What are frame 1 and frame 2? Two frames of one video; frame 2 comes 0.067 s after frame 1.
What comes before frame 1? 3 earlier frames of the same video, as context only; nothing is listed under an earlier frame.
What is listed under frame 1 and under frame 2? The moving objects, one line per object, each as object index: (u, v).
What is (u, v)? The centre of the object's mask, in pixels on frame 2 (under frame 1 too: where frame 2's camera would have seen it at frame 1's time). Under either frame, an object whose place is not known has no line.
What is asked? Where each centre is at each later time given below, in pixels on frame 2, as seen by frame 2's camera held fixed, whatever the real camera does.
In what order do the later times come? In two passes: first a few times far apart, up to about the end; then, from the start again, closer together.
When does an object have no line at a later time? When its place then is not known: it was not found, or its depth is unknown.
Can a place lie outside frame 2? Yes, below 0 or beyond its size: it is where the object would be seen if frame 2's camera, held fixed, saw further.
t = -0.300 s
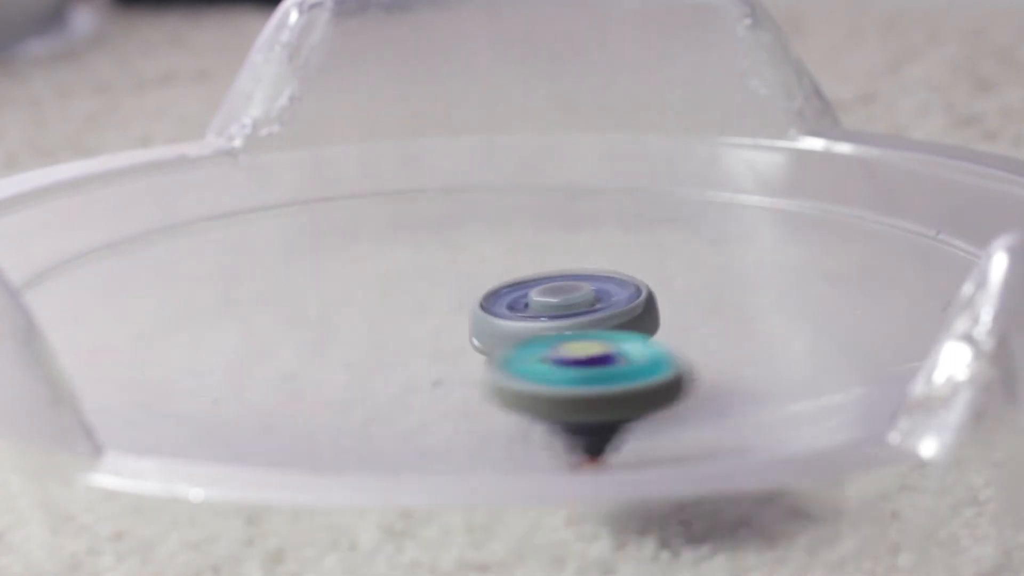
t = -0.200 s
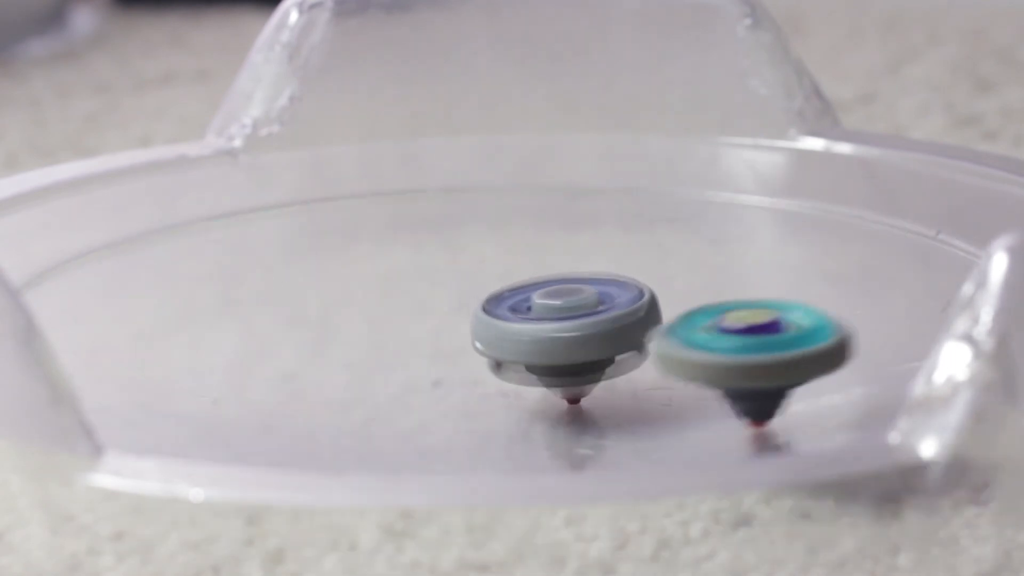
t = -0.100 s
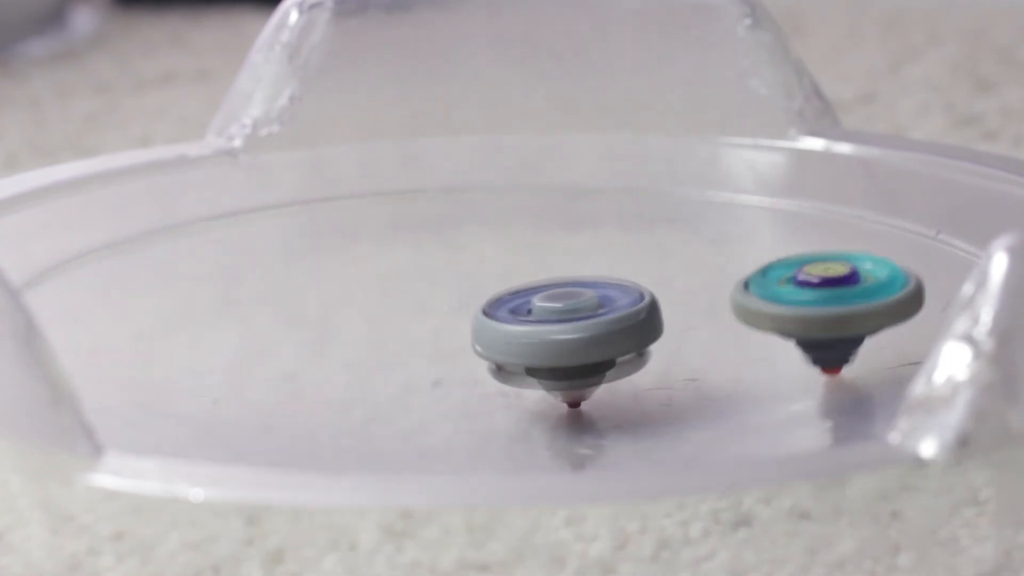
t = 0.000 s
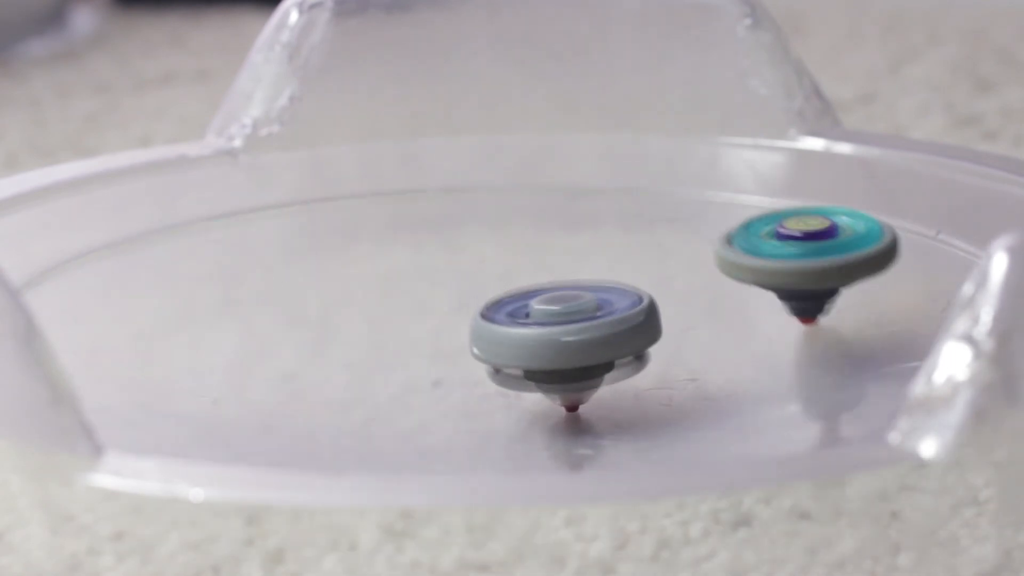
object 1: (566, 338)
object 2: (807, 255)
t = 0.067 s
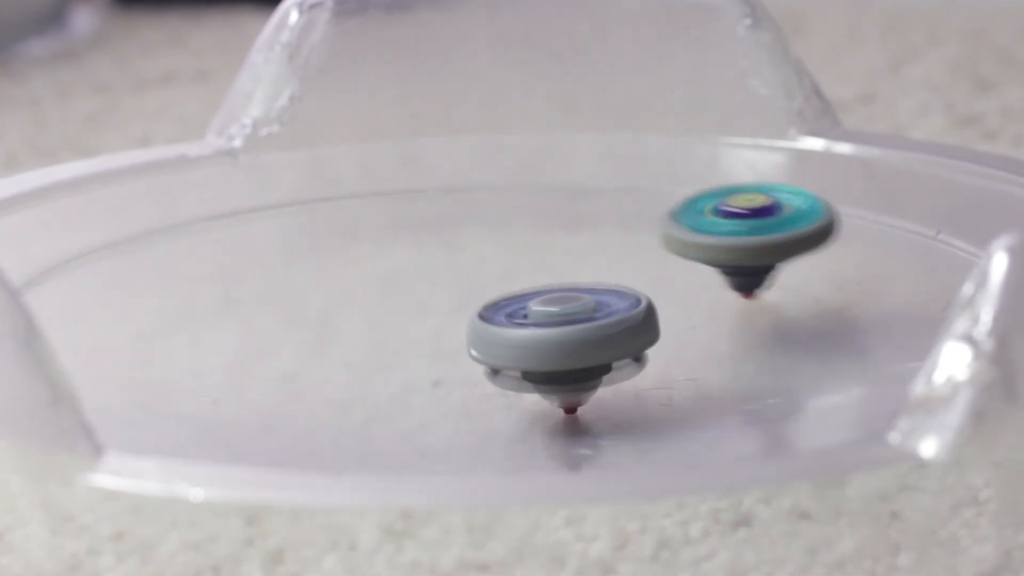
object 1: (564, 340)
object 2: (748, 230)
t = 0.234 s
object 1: (557, 344)
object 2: (514, 215)
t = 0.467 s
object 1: (538, 347)
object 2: (269, 302)
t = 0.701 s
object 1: (535, 328)
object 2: (463, 385)
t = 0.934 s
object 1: (498, 345)
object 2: (812, 333)
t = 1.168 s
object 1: (492, 340)
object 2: (740, 253)
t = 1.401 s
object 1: (495, 334)
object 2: (400, 265)
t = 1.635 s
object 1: (508, 329)
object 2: (286, 358)
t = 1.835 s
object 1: (517, 309)
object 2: (536, 389)
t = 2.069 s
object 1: (537, 327)
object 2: (776, 325)
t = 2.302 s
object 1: (385, 352)
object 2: (767, 192)
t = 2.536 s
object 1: (355, 376)
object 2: (545, 133)
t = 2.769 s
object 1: (400, 382)
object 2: (292, 213)
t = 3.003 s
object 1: (558, 380)
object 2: (236, 318)
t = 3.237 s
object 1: (887, 317)
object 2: (130, 298)
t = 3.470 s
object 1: (942, 265)
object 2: (357, 380)
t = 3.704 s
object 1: (913, 262)
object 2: (694, 351)
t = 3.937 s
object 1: (888, 211)
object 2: (617, 299)
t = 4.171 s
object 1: (806, 190)
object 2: (395, 298)
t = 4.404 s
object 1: (645, 225)
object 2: (395, 352)
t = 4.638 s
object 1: (469, 290)
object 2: (617, 349)
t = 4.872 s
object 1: (345, 338)
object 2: (655, 289)
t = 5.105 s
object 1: (302, 362)
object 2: (482, 285)
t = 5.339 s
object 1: (281, 379)
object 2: (473, 320)
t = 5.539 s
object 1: (285, 392)
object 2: (587, 256)
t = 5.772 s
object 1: (347, 395)
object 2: (490, 254)
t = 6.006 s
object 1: (484, 392)
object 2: (511, 308)
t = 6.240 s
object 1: (525, 394)
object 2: (689, 226)
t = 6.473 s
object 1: (647, 378)
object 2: (524, 221)
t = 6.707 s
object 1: (690, 342)
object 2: (451, 318)
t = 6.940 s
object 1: (667, 292)
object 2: (586, 371)
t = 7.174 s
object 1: (603, 275)
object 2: (793, 347)
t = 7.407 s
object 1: (551, 271)
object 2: (768, 317)
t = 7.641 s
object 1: (477, 267)
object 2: (550, 342)
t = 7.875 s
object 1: (432, 283)
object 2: (395, 370)
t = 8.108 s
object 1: (417, 303)
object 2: (412, 385)
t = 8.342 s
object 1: (413, 317)
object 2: (530, 379)
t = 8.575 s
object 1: (342, 295)
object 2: (693, 348)
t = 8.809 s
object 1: (255, 268)
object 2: (834, 285)
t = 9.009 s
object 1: (284, 277)
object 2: (713, 259)
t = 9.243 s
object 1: (211, 309)
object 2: (680, 252)
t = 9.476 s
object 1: (156, 347)
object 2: (794, 209)
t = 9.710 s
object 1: (244, 374)
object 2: (641, 250)
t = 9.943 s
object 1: (296, 382)
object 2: (586, 280)
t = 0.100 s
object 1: (563, 341)
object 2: (709, 222)
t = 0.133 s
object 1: (561, 342)
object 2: (664, 216)
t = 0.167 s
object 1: (559, 343)
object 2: (616, 213)
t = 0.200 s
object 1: (558, 344)
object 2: (565, 213)
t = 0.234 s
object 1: (557, 344)
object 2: (514, 215)
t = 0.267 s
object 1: (554, 345)
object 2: (464, 221)
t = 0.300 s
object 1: (552, 345)
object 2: (417, 229)
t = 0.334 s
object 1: (549, 346)
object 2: (374, 241)
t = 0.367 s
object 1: (546, 346)
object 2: (335, 254)
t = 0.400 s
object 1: (544, 347)
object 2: (305, 269)
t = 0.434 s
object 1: (541, 347)
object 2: (282, 285)
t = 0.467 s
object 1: (538, 347)
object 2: (269, 302)
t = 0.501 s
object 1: (534, 347)
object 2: (265, 319)
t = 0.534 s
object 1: (531, 348)
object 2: (271, 336)
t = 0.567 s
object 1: (527, 347)
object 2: (289, 351)
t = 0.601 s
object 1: (524, 348)
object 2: (319, 363)
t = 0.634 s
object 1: (527, 347)
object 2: (358, 374)
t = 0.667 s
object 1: (536, 344)
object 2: (407, 381)
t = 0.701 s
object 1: (535, 328)
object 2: (463, 385)
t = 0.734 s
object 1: (505, 321)
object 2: (520, 386)
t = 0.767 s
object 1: (489, 330)
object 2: (576, 384)
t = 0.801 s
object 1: (493, 343)
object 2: (632, 378)
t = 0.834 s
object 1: (503, 347)
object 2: (690, 370)
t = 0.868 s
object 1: (502, 346)
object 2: (740, 359)
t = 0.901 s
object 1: (500, 346)
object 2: (781, 347)
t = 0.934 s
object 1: (498, 345)
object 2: (812, 333)
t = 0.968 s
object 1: (497, 345)
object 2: (833, 319)
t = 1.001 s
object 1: (495, 344)
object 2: (843, 305)
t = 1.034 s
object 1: (494, 343)
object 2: (841, 291)
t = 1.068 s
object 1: (493, 343)
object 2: (829, 279)
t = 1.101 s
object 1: (493, 342)
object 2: (808, 268)
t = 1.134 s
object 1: (492, 341)
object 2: (778, 259)
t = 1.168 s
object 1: (492, 340)
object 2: (740, 253)
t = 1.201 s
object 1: (491, 339)
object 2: (697, 249)
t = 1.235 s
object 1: (491, 338)
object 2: (649, 247)
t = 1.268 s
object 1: (492, 337)
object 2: (599, 248)
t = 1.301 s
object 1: (493, 337)
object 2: (549, 245)
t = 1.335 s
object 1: (493, 336)
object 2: (499, 248)
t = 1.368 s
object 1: (494, 335)
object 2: (448, 253)
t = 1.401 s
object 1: (495, 334)
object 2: (400, 265)
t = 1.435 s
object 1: (496, 333)
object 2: (361, 282)
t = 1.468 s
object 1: (498, 332)
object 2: (331, 294)
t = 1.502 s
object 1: (500, 332)
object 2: (305, 307)
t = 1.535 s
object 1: (501, 331)
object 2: (286, 320)
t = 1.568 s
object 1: (504, 330)
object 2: (275, 333)
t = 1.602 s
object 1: (506, 330)
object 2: (275, 346)
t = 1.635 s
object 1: (508, 329)
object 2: (286, 358)
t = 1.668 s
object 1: (509, 328)
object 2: (307, 368)
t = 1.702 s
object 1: (512, 328)
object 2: (338, 378)
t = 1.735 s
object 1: (519, 325)
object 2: (379, 384)
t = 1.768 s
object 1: (524, 316)
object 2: (429, 388)
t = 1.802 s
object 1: (521, 310)
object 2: (481, 390)
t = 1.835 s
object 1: (517, 309)
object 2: (536, 389)
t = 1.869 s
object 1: (514, 313)
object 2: (588, 386)
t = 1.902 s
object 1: (516, 321)
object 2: (640, 379)
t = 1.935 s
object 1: (524, 325)
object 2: (687, 371)
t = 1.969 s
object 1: (530, 326)
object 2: (726, 361)
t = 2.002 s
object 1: (532, 326)
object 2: (753, 350)
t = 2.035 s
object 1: (535, 327)
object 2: (770, 337)
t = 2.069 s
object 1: (537, 327)
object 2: (776, 325)
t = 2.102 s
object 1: (539, 327)
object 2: (771, 313)
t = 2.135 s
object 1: (541, 328)
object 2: (757, 302)
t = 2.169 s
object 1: (544, 328)
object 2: (733, 291)
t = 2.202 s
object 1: (544, 329)
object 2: (707, 281)
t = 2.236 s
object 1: (475, 340)
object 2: (743, 247)
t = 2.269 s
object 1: (419, 348)
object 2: (763, 216)
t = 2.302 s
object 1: (385, 352)
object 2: (767, 192)
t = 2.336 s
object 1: (368, 357)
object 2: (752, 175)
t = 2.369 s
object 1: (360, 361)
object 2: (727, 162)
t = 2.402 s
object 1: (355, 365)
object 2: (696, 152)
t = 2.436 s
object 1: (352, 368)
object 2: (661, 145)
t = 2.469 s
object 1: (351, 371)
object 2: (624, 138)
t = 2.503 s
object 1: (351, 374)
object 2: (586, 135)
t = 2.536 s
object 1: (355, 376)
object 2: (545, 133)
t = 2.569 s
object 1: (360, 379)
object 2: (498, 138)
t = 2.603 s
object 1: (366, 380)
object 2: (455, 145)
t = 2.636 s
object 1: (373, 381)
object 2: (415, 153)
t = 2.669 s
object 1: (379, 381)
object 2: (379, 164)
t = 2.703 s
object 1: (385, 382)
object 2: (346, 178)
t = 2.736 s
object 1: (393, 383)
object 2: (317, 195)
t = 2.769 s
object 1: (400, 382)
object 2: (292, 213)
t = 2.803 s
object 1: (406, 381)
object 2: (272, 234)
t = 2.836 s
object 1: (415, 381)
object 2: (260, 255)
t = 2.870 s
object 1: (423, 380)
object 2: (256, 277)
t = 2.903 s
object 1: (432, 379)
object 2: (261, 298)
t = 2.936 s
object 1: (442, 377)
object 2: (274, 318)
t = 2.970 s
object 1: (452, 376)
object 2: (291, 336)
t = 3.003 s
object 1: (558, 380)
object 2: (236, 318)
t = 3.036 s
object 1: (662, 379)
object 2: (185, 297)
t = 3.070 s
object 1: (740, 369)
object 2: (150, 282)
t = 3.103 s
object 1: (797, 358)
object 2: (130, 273)
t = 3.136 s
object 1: (830, 349)
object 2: (121, 272)
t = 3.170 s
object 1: (853, 338)
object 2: (119, 276)
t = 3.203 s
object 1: (872, 327)
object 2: (122, 285)
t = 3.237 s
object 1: (887, 317)
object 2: (130, 298)
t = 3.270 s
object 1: (900, 308)
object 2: (143, 311)
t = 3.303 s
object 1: (911, 299)
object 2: (159, 326)
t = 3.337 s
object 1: (922, 289)
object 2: (184, 340)
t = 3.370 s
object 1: (929, 282)
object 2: (217, 352)
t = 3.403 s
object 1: (936, 275)
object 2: (258, 364)
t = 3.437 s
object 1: (939, 270)
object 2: (305, 373)
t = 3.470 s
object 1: (942, 265)
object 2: (357, 380)
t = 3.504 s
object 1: (943, 262)
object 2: (412, 384)
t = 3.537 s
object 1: (942, 260)
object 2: (467, 384)
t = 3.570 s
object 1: (939, 259)
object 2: (521, 383)
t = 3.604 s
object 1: (934, 258)
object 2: (572, 378)
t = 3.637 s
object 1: (930, 257)
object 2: (618, 371)
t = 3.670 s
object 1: (923, 259)
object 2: (659, 362)
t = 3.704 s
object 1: (913, 262)
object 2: (694, 351)
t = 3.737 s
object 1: (899, 264)
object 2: (722, 338)
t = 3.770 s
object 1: (886, 263)
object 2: (740, 326)
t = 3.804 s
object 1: (889, 253)
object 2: (728, 321)
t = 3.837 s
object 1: (883, 244)
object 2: (719, 313)
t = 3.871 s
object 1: (867, 240)
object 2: (713, 304)
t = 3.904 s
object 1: (872, 225)
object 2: (673, 299)
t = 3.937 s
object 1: (888, 211)
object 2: (617, 299)
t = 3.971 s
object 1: (885, 202)
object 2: (568, 296)
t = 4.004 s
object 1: (876, 197)
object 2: (531, 292)
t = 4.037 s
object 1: (864, 193)
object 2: (500, 290)
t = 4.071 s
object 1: (850, 191)
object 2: (472, 289)
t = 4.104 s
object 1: (837, 190)
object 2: (445, 291)
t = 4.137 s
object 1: (822, 190)
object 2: (419, 293)
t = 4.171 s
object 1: (806, 190)
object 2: (395, 298)
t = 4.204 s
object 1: (788, 192)
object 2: (374, 305)
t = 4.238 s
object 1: (769, 195)
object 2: (360, 312)
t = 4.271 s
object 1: (747, 199)
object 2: (354, 320)
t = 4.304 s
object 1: (725, 203)
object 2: (354, 328)
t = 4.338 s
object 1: (700, 209)
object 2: (361, 337)
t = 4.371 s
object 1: (672, 216)
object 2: (374, 345)
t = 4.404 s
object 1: (645, 225)
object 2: (395, 352)
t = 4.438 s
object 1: (616, 235)
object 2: (421, 357)
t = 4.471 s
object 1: (590, 244)
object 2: (452, 361)
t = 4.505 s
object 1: (564, 254)
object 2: (486, 362)
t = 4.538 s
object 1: (540, 260)
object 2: (521, 363)
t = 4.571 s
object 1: (515, 268)
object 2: (555, 360)
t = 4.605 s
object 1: (490, 278)
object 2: (586, 355)
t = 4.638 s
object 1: (469, 290)
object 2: (617, 349)
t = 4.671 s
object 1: (448, 298)
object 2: (640, 341)
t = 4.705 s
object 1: (428, 306)
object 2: (658, 332)
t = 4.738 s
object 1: (408, 314)
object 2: (670, 323)
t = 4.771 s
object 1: (390, 320)
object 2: (675, 314)
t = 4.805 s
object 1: (373, 327)
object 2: (675, 305)
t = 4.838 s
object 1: (358, 333)
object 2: (668, 296)
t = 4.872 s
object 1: (345, 338)
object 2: (655, 289)
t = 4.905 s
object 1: (333, 343)
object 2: (637, 283)
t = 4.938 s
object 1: (322, 347)
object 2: (615, 279)
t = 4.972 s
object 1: (315, 351)
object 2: (591, 276)
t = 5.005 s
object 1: (309, 354)
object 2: (564, 276)
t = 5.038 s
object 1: (305, 357)
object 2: (536, 277)
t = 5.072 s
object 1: (303, 360)
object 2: (508, 281)
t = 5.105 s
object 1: (302, 362)
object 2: (482, 285)
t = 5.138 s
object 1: (303, 364)
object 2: (458, 291)
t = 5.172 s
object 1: (304, 366)
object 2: (439, 299)
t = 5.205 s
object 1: (308, 368)
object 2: (426, 305)
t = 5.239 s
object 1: (312, 370)
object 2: (421, 311)
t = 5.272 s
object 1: (319, 371)
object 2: (423, 317)
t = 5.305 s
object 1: (321, 374)
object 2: (432, 328)
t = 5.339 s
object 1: (281, 379)
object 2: (473, 320)
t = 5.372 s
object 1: (261, 383)
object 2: (522, 304)
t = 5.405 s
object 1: (257, 386)
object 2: (560, 292)
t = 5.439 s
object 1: (263, 389)
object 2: (584, 280)
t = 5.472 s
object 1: (270, 390)
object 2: (595, 272)
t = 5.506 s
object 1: (278, 391)
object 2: (594, 263)
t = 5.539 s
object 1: (285, 392)
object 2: (587, 256)
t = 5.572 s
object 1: (292, 392)
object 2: (577, 250)
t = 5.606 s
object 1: (301, 393)
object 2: (563, 245)
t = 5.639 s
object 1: (310, 393)
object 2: (549, 243)
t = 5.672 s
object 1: (317, 394)
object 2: (534, 242)
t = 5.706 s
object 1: (326, 394)
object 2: (519, 244)
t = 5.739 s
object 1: (336, 394)
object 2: (505, 248)
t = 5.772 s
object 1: (347, 395)
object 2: (490, 254)
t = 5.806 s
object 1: (360, 395)
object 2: (479, 262)
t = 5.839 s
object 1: (375, 395)
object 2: (470, 272)
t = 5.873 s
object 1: (393, 396)
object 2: (466, 283)
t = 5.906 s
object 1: (413, 395)
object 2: (468, 291)
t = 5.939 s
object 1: (437, 395)
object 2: (476, 299)
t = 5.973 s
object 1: (461, 394)
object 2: (490, 304)
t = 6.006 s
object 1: (484, 392)
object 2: (511, 308)
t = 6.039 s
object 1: (505, 389)
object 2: (536, 311)
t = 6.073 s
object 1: (525, 388)
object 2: (567, 313)
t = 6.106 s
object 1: (526, 388)
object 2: (598, 309)
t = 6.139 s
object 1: (515, 393)
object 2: (634, 293)
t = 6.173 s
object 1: (509, 394)
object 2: (666, 266)
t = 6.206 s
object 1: (513, 394)
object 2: (685, 242)
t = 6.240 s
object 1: (525, 394)
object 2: (689, 226)
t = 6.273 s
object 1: (544, 392)
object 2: (679, 216)
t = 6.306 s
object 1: (566, 391)
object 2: (659, 209)
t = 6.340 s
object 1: (585, 389)
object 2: (634, 205)
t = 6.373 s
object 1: (603, 386)
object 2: (608, 204)
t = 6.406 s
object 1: (619, 384)
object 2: (580, 207)
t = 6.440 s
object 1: (634, 382)
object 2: (551, 213)
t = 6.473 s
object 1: (647, 378)
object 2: (524, 221)
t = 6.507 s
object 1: (658, 373)
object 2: (500, 232)
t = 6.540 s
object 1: (668, 369)
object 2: (480, 246)
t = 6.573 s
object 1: (676, 364)
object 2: (464, 260)
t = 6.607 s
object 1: (683, 359)
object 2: (453, 275)
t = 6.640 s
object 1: (688, 353)
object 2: (448, 290)
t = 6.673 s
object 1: (689, 348)
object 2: (447, 305)
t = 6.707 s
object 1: (690, 342)
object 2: (451, 318)
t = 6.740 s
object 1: (690, 336)
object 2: (459, 331)
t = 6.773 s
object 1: (687, 331)
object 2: (471, 341)
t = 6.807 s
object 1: (684, 325)
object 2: (488, 351)
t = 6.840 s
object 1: (681, 319)
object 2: (507, 359)
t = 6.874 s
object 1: (679, 311)
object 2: (530, 365)
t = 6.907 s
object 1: (676, 303)
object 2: (557, 369)
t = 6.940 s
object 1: (667, 292)
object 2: (586, 371)
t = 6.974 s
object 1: (654, 284)
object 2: (617, 372)
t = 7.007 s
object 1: (641, 281)
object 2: (649, 371)
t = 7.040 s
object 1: (632, 281)
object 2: (680, 368)
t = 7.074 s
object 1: (625, 281)
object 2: (712, 364)
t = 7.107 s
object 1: (619, 281)
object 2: (743, 359)
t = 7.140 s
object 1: (611, 278)
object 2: (769, 353)
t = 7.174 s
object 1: (603, 275)
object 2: (793, 347)
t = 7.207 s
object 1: (594, 273)
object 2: (813, 340)
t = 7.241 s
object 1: (586, 271)
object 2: (824, 334)
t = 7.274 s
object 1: (578, 270)
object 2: (827, 328)
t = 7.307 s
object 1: (570, 270)
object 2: (823, 324)
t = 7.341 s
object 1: (563, 270)
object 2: (812, 320)
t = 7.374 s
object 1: (557, 270)
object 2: (793, 318)
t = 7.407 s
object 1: (551, 271)
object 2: (768, 317)
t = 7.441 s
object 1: (546, 272)
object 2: (738, 318)
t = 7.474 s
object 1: (540, 274)
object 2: (704, 318)
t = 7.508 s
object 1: (530, 274)
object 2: (668, 320)
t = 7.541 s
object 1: (517, 272)
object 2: (639, 324)
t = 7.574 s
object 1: (500, 269)
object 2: (613, 331)
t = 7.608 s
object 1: (487, 268)
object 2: (581, 337)
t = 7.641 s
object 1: (477, 267)
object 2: (550, 342)
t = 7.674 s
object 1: (468, 267)
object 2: (521, 347)
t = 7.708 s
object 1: (460, 268)
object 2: (493, 351)
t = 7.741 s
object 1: (453, 271)
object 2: (468, 355)
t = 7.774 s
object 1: (447, 273)
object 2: (446, 359)
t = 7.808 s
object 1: (442, 276)
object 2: (425, 363)
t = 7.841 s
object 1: (437, 280)
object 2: (408, 367)
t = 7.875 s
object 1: (432, 283)
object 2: (395, 370)
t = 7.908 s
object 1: (428, 286)
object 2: (386, 373)
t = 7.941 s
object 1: (424, 290)
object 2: (381, 375)
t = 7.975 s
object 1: (422, 293)
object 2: (379, 378)
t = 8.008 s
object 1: (421, 296)
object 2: (382, 380)
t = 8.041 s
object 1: (419, 298)
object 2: (388, 382)
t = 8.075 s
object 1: (418, 300)
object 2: (398, 383)
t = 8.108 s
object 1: (417, 303)
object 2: (412, 385)
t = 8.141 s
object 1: (417, 305)
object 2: (427, 385)
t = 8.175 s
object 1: (417, 308)
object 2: (444, 384)
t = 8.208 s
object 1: (417, 311)
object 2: (459, 383)
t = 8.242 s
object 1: (416, 314)
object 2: (474, 380)
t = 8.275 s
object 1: (413, 316)
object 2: (490, 379)
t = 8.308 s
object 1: (411, 315)
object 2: (511, 380)
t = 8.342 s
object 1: (413, 317)
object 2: (530, 379)
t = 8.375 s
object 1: (414, 319)
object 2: (548, 376)
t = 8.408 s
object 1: (415, 321)
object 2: (563, 372)
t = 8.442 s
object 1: (417, 322)
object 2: (575, 367)
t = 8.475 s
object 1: (419, 324)
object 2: (582, 362)
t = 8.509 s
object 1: (421, 324)
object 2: (585, 355)
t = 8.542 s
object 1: (391, 313)
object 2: (629, 351)
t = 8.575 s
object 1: (342, 295)
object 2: (693, 348)
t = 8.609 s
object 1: (313, 283)
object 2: (742, 342)
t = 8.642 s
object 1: (293, 276)
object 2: (777, 334)
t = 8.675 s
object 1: (278, 272)
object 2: (800, 325)
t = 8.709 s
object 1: (269, 270)
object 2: (817, 315)
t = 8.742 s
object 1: (262, 269)
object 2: (829, 304)
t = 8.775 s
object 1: (258, 267)
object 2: (834, 294)
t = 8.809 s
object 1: (255, 268)
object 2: (834, 285)
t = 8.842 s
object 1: (256, 268)
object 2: (827, 277)
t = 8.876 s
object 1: (257, 269)
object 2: (814, 270)
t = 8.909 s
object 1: (261, 270)
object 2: (795, 265)
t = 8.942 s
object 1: (267, 272)
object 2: (771, 261)
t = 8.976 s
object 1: (274, 274)
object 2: (743, 260)
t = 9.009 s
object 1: (284, 277)
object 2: (713, 259)
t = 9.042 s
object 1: (294, 281)
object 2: (679, 261)
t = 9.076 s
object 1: (308, 285)
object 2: (645, 264)
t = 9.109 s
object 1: (322, 289)
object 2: (610, 268)
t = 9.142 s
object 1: (338, 295)
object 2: (576, 274)
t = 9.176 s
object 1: (357, 301)
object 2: (542, 279)
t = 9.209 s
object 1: (289, 305)
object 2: (600, 268)
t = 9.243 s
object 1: (211, 309)
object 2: (680, 252)
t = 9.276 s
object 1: (162, 315)
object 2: (741, 238)
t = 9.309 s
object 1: (145, 319)
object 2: (784, 227)
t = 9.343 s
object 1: (142, 325)
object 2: (808, 219)
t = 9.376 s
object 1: (143, 331)
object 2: (816, 215)
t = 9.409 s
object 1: (147, 337)
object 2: (813, 213)
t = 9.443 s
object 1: (151, 342)
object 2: (805, 211)
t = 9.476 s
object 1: (156, 347)
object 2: (794, 209)
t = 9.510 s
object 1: (166, 352)
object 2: (781, 208)
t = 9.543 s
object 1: (174, 356)
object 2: (764, 209)
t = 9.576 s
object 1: (184, 360)
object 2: (742, 213)
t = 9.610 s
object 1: (196, 364)
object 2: (718, 219)
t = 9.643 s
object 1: (210, 367)
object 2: (691, 228)
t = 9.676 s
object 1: (224, 371)
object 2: (666, 238)
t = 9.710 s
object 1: (244, 374)
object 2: (641, 250)
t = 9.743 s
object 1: (262, 377)
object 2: (618, 262)
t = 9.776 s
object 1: (284, 380)
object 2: (596, 274)
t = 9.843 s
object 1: (289, 381)
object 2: (592, 277)
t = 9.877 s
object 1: (292, 381)
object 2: (590, 278)
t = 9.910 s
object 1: (294, 381)
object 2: (588, 279)
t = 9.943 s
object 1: (296, 382)
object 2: (586, 280)
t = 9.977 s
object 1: (298, 382)
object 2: (584, 281)
